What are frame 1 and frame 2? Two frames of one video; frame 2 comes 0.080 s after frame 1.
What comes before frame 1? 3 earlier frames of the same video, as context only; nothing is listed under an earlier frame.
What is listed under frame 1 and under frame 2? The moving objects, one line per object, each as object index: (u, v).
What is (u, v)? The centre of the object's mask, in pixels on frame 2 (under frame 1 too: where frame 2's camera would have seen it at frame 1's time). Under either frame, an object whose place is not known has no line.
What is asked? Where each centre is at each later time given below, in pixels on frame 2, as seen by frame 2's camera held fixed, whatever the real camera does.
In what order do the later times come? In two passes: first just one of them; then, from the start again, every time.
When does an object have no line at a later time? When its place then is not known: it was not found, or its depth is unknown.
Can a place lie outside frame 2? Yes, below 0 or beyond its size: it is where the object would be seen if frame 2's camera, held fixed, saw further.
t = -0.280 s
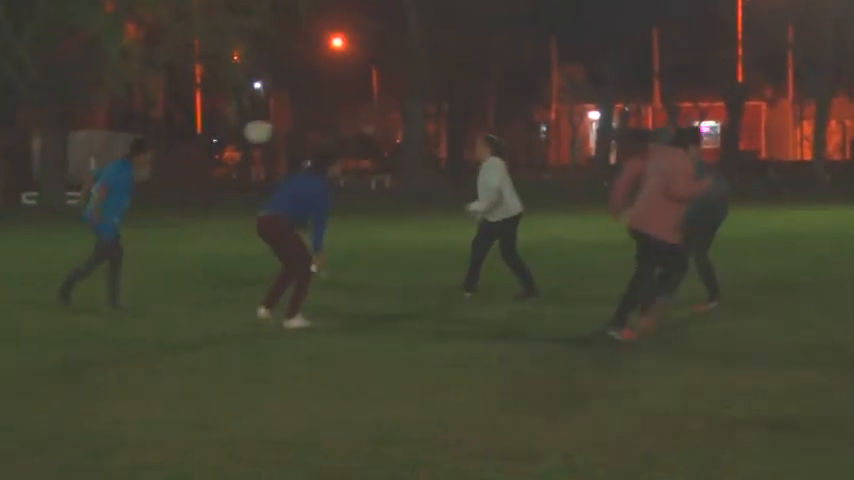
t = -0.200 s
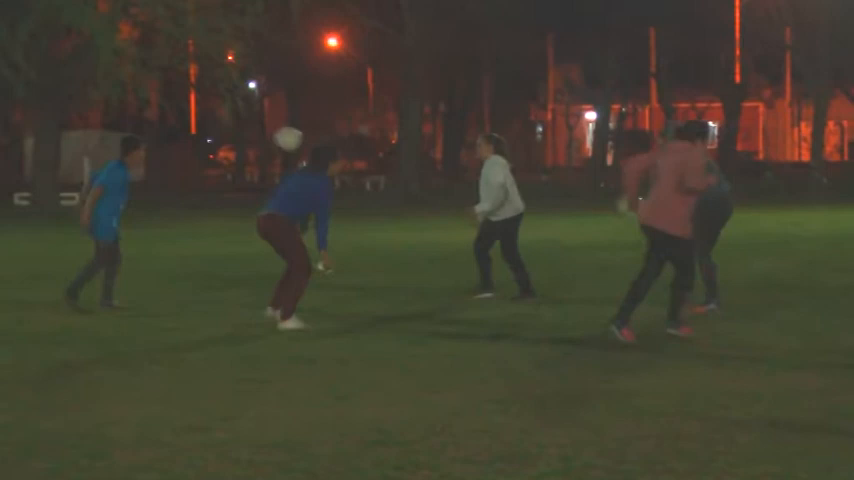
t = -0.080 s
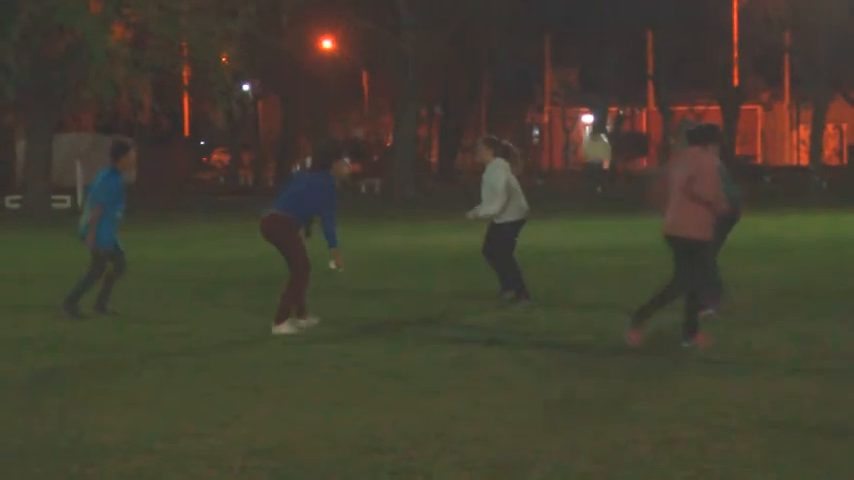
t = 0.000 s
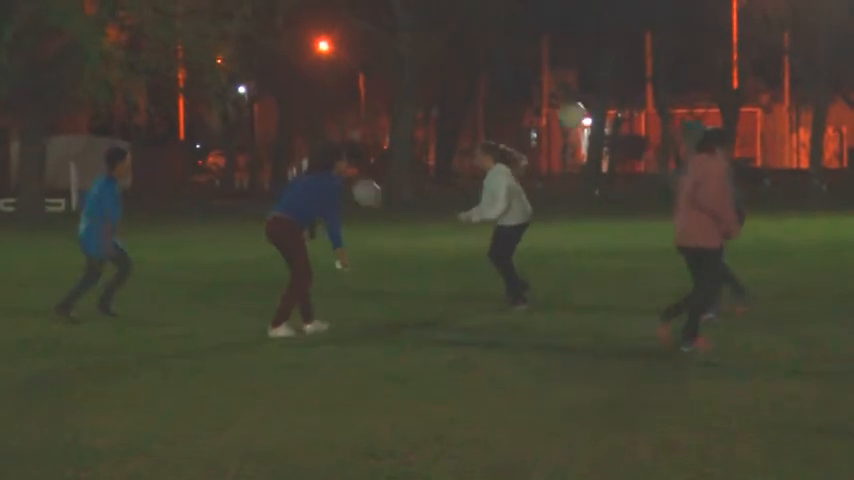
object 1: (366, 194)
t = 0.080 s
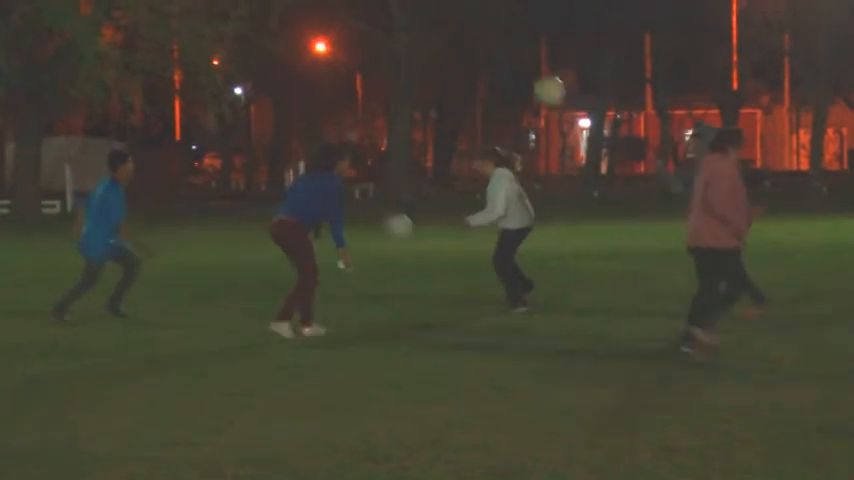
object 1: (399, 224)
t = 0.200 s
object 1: (454, 288)
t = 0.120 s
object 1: (419, 243)
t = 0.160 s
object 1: (437, 264)
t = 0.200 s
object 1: (454, 288)
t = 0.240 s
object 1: (465, 293)
